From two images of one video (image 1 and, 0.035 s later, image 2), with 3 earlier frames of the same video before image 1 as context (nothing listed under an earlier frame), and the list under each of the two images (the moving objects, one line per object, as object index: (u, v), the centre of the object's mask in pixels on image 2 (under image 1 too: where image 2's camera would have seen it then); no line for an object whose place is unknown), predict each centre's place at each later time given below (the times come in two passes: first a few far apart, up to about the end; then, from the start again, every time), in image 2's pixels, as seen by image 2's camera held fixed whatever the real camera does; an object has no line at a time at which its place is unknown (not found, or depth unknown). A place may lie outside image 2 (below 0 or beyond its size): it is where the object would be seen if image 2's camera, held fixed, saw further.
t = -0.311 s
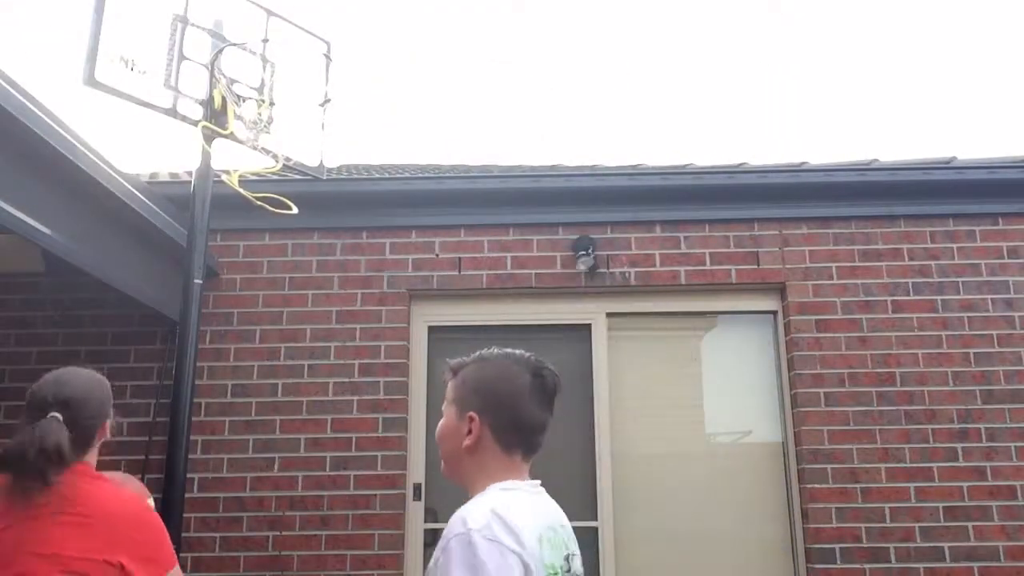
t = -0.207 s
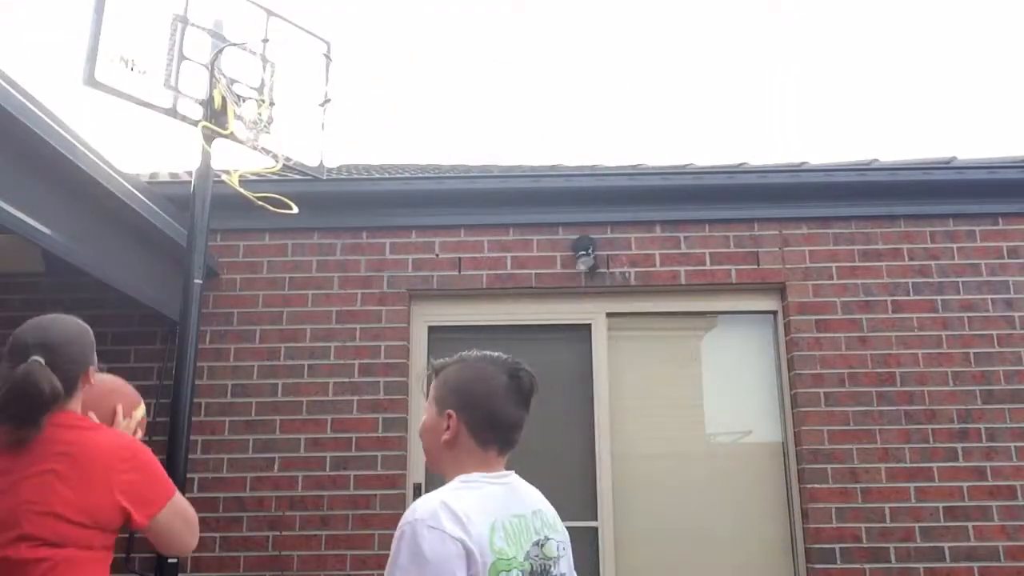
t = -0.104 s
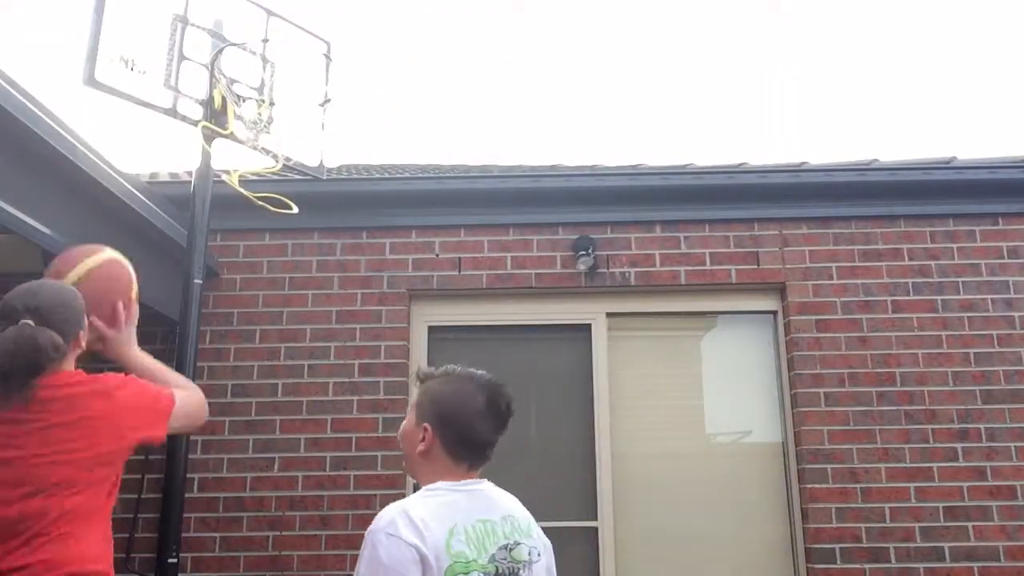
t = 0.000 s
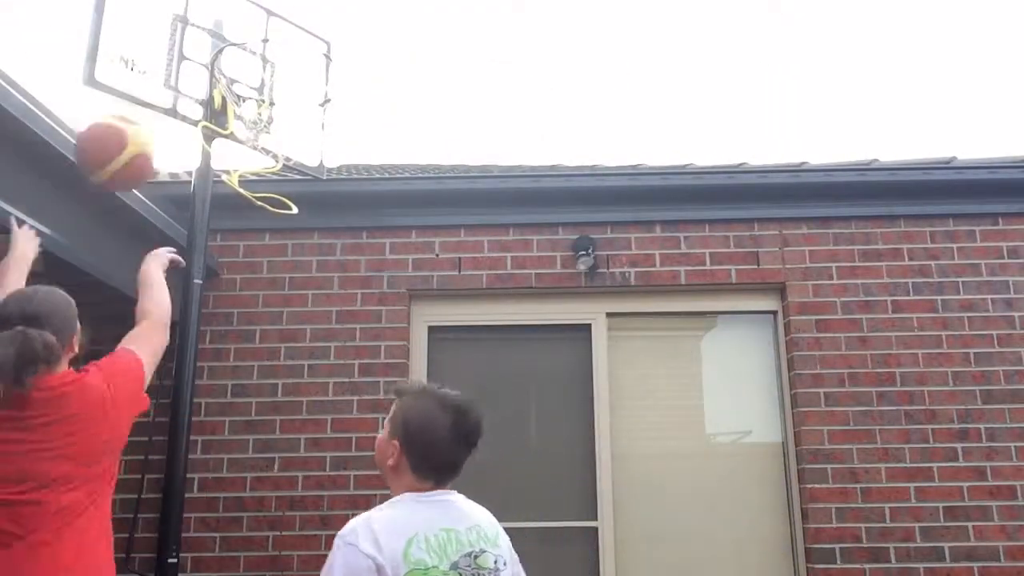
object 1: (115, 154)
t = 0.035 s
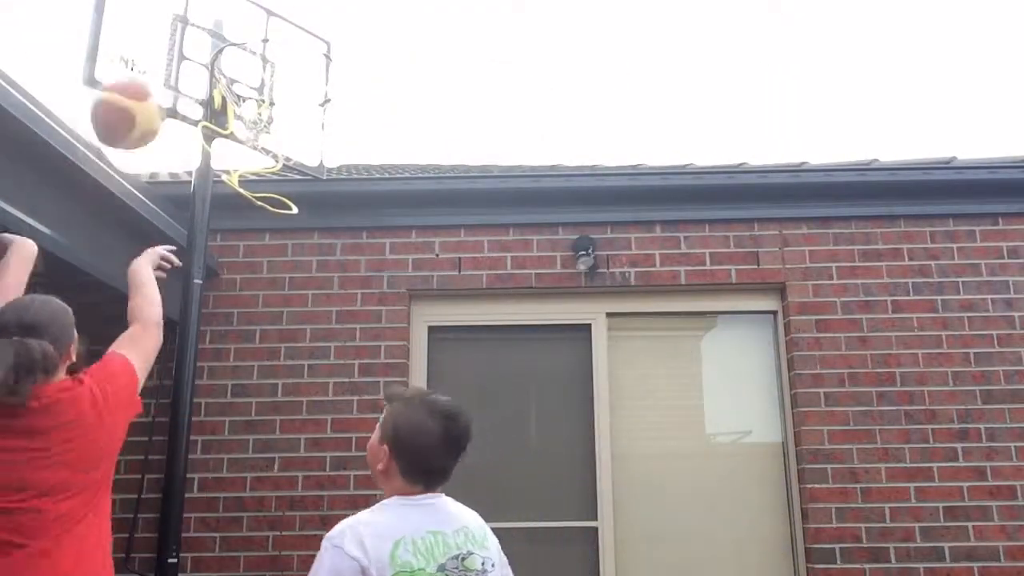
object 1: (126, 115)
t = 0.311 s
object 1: (217, 19)
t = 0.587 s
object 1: (304, 114)
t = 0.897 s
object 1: (266, 211)
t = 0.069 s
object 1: (133, 88)
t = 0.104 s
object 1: (143, 68)
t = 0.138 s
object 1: (148, 50)
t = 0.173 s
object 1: (159, 36)
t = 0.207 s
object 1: (175, 27)
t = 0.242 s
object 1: (190, 23)
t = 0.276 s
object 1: (202, 20)
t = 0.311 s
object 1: (217, 19)
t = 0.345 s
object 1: (230, 20)
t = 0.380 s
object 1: (241, 22)
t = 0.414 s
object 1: (252, 26)
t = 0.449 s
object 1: (266, 32)
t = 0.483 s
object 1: (278, 43)
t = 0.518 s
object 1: (287, 55)
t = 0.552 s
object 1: (298, 93)
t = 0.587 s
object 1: (304, 114)
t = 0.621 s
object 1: (308, 136)
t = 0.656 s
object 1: (308, 147)
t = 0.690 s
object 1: (300, 153)
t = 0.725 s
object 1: (294, 164)
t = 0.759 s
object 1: (287, 176)
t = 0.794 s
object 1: (281, 186)
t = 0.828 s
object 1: (276, 194)
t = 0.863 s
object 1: (270, 203)
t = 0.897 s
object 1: (266, 211)
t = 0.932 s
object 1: (264, 219)
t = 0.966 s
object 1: (261, 228)
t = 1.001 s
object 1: (261, 237)
